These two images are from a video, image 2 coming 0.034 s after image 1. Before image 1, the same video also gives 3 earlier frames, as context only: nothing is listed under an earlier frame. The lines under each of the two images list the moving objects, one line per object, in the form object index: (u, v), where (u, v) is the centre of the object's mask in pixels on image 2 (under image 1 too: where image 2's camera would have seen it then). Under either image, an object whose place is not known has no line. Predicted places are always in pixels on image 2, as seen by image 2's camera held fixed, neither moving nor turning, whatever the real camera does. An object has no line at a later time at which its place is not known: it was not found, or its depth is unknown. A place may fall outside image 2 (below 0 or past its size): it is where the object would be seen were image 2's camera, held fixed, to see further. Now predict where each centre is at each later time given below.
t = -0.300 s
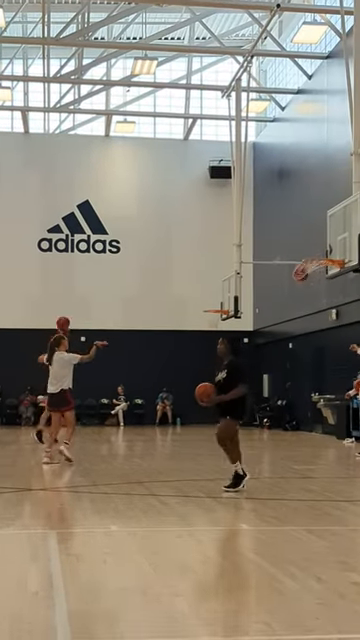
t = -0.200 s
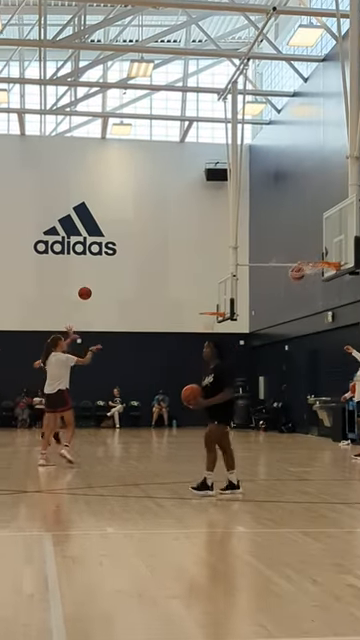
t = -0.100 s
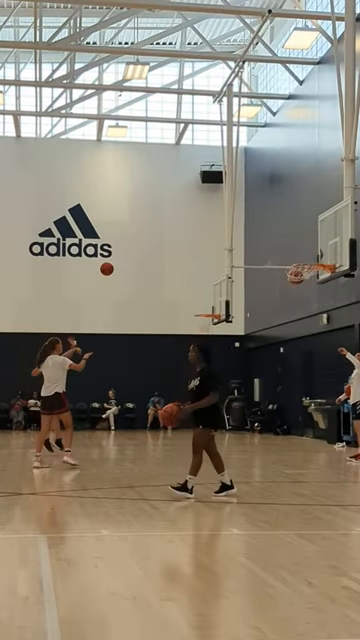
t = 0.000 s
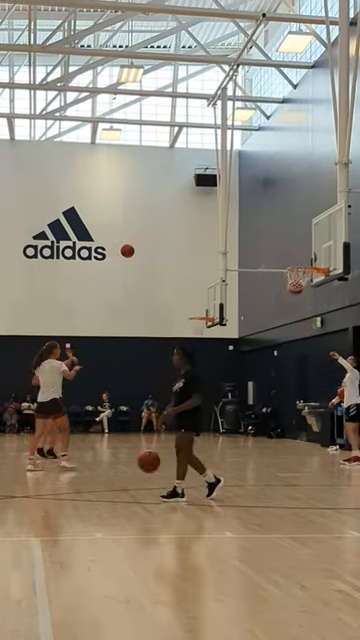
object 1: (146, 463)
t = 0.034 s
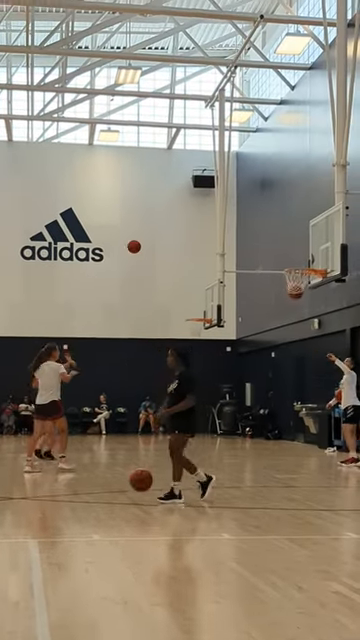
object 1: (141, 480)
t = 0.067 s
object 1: (137, 488)
